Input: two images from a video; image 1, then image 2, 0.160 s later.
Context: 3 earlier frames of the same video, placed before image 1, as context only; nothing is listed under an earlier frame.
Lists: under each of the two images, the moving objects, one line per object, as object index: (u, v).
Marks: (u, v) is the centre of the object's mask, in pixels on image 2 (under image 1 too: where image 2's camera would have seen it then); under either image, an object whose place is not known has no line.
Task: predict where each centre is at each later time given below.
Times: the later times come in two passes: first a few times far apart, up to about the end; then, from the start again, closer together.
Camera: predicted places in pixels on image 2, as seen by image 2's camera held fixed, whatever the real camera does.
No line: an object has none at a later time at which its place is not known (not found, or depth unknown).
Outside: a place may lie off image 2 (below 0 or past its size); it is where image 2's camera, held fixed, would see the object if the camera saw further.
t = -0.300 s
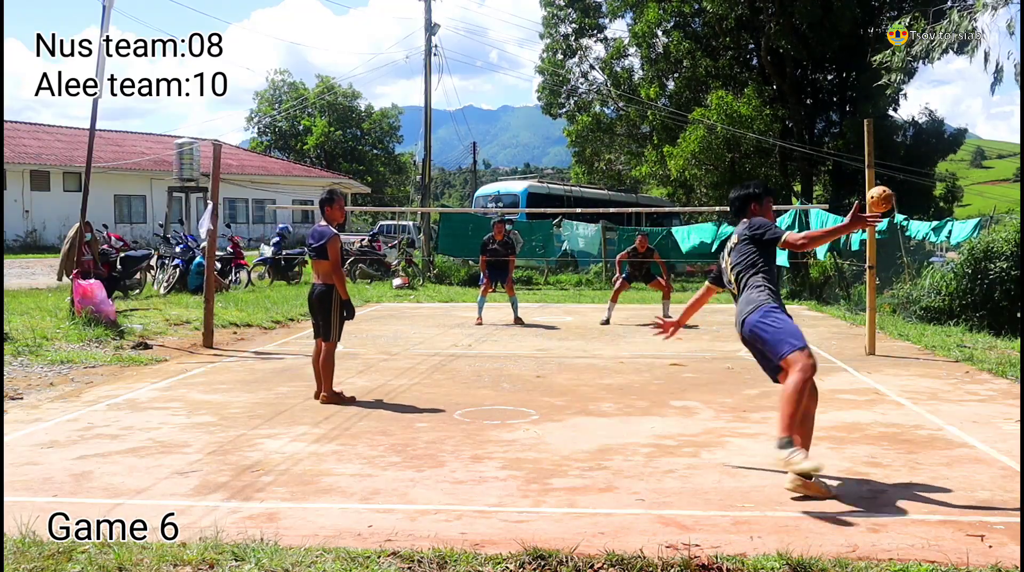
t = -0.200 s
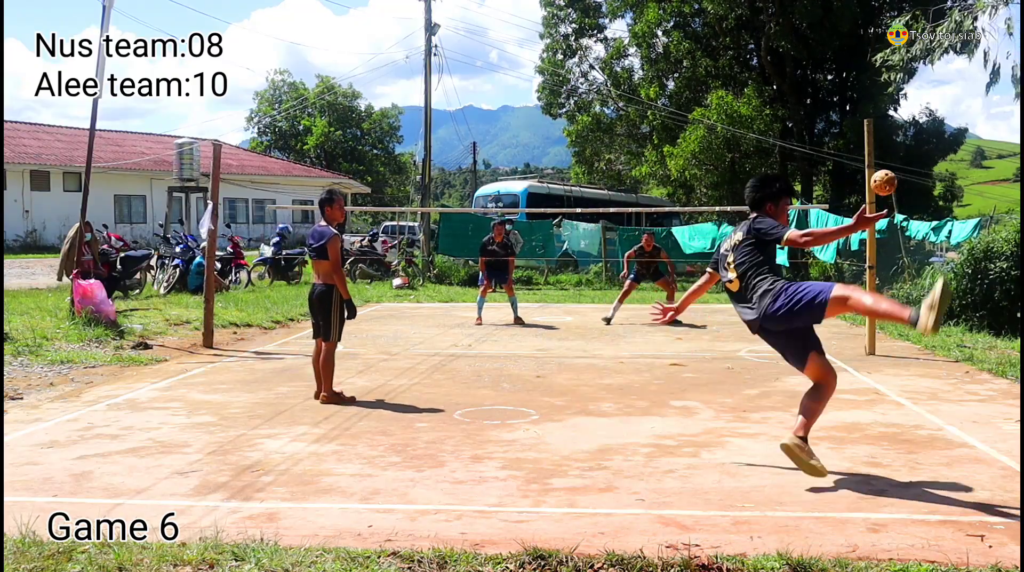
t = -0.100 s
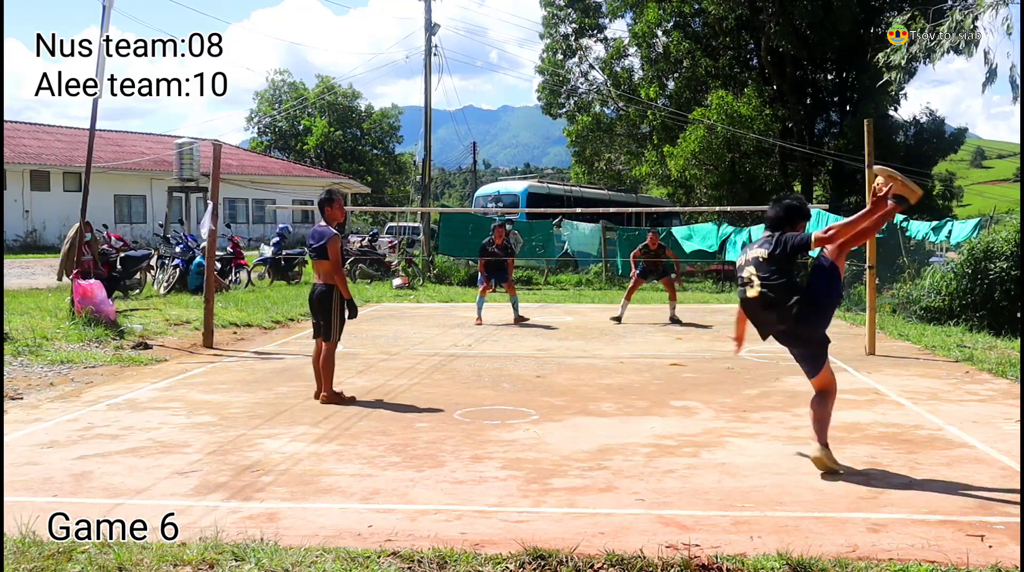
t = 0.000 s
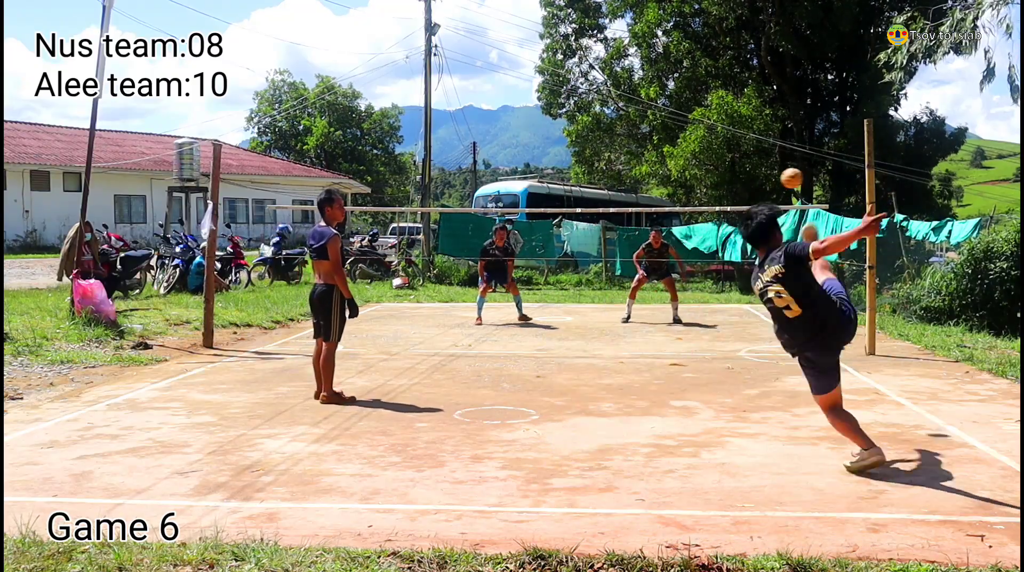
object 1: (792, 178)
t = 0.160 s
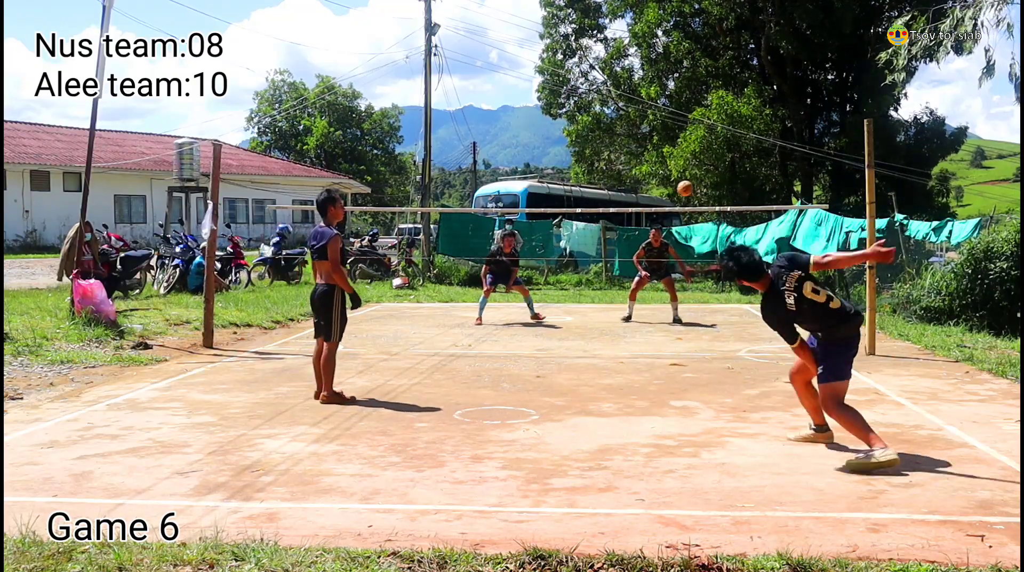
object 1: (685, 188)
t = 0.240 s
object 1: (650, 200)
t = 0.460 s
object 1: (608, 193)
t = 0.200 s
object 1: (667, 194)
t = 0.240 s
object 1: (650, 200)
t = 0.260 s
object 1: (642, 204)
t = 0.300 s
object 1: (631, 210)
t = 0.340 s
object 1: (625, 208)
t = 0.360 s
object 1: (622, 205)
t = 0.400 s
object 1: (617, 199)
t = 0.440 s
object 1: (611, 195)
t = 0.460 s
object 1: (608, 193)
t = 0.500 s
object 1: (603, 190)
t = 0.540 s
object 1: (598, 190)
